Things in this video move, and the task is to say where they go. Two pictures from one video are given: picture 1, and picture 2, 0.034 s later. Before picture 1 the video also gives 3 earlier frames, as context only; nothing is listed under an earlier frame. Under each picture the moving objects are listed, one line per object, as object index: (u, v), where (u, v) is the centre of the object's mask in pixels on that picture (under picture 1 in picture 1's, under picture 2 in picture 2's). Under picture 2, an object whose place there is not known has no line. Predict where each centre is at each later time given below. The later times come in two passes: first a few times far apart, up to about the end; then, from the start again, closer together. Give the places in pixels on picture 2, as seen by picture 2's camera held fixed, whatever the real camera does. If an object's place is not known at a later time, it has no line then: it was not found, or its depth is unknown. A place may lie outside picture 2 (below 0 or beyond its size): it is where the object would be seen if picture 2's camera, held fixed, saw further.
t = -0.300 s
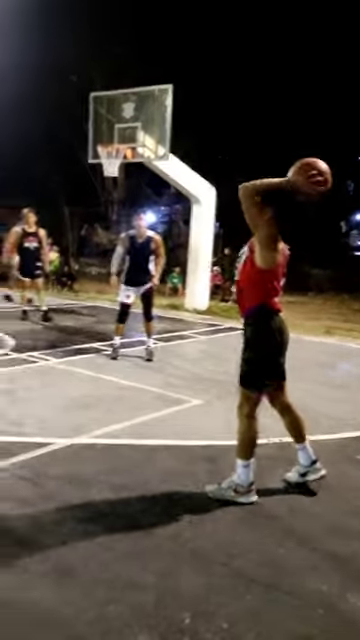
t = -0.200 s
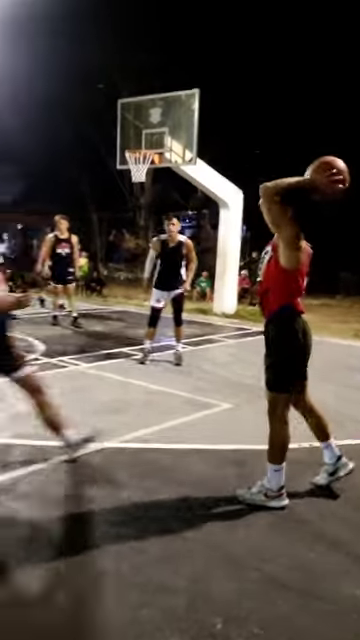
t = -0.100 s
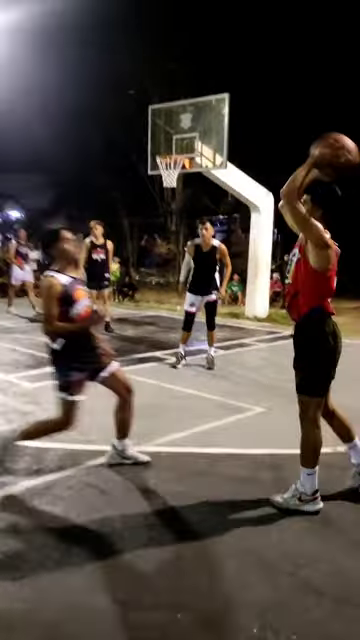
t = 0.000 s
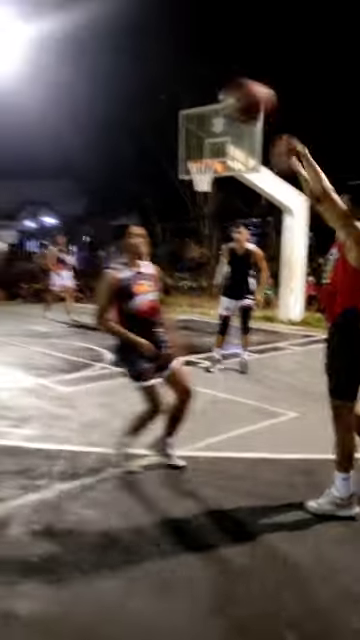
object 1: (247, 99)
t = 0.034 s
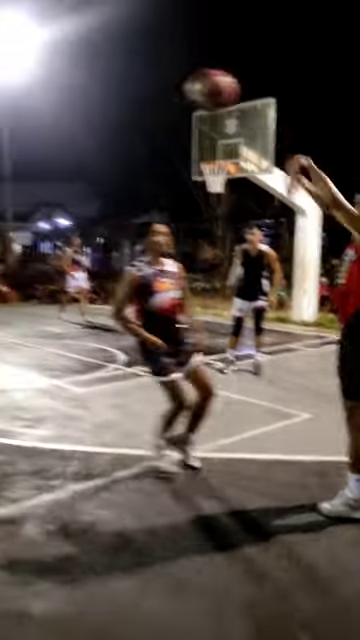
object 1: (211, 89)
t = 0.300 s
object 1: (-77, 89)
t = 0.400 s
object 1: (-158, 112)
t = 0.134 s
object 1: (87, 70)
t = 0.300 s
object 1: (-77, 89)
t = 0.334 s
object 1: (-105, 94)
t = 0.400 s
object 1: (-158, 112)
